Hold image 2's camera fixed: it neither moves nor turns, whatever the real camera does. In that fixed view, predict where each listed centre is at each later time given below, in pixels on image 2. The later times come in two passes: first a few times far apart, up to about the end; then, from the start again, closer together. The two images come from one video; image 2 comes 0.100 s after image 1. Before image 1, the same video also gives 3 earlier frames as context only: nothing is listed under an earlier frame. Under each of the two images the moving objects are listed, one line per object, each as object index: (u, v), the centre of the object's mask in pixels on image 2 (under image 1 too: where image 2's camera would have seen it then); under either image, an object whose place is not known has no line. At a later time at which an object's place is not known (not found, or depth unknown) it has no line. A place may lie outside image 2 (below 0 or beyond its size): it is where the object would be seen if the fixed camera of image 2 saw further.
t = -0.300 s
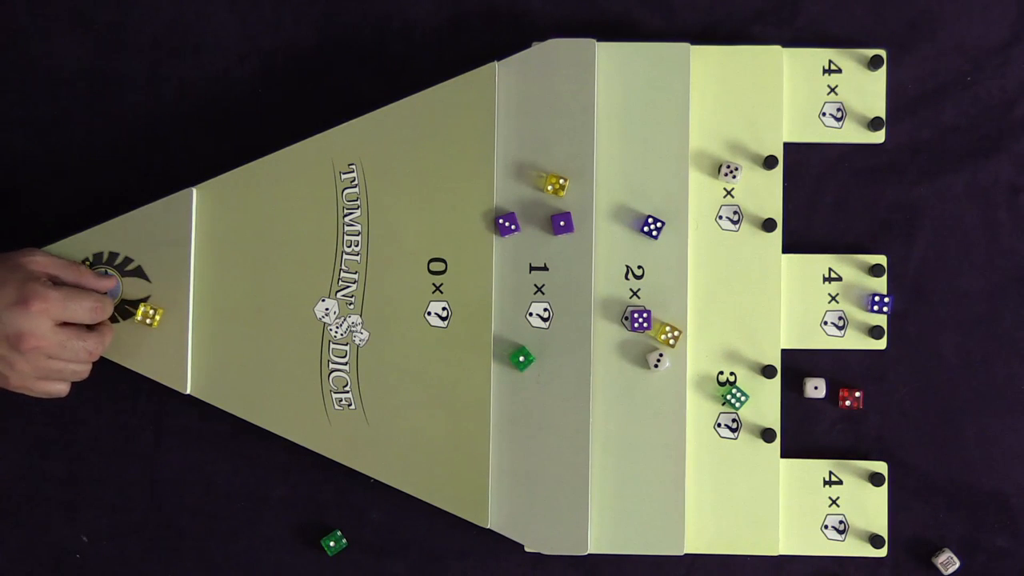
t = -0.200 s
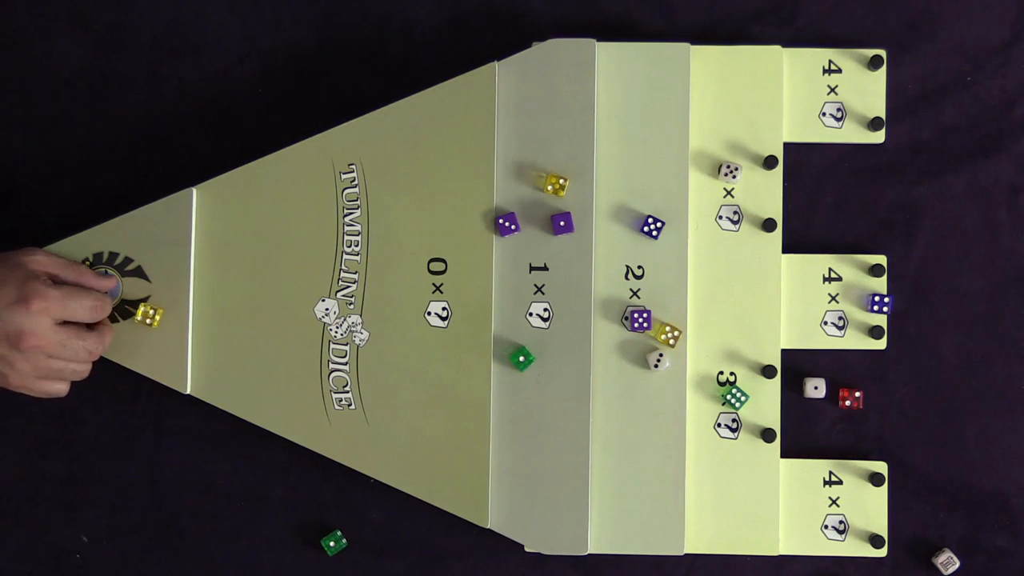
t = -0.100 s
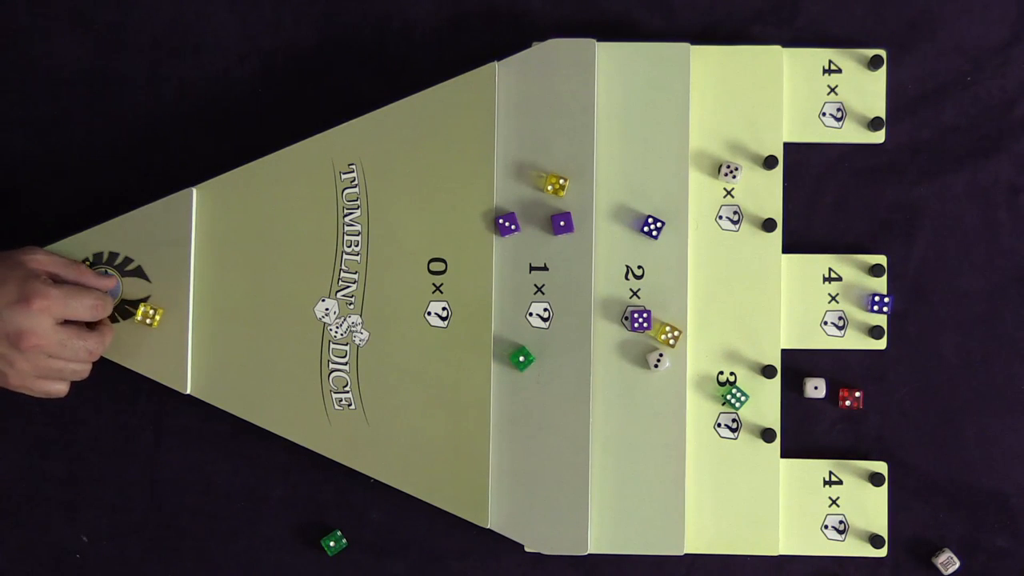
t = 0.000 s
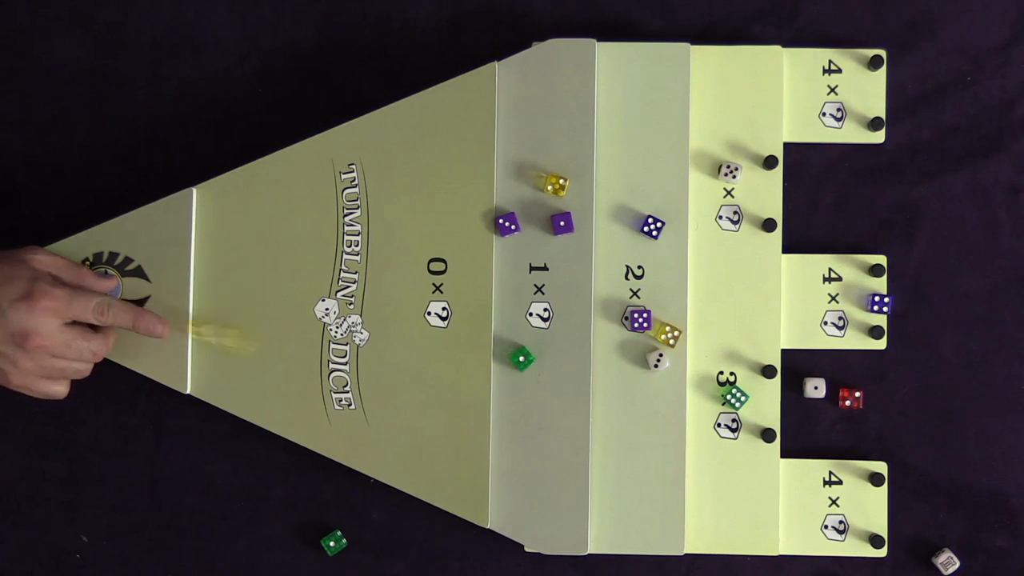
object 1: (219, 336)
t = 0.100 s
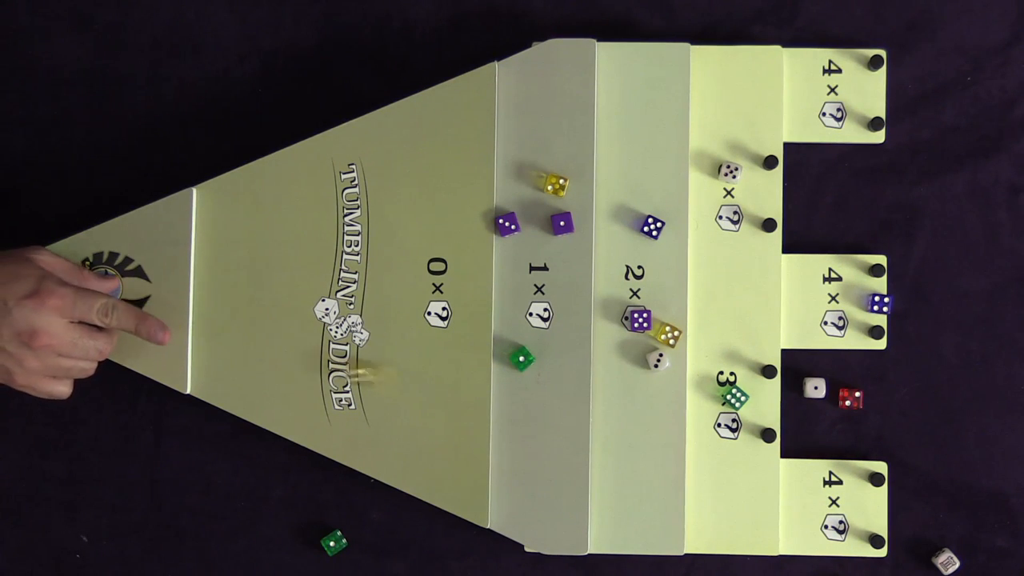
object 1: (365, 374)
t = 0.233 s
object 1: (524, 418)
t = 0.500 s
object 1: (745, 470)
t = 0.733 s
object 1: (825, 486)
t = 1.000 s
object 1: (825, 487)
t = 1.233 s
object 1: (825, 487)
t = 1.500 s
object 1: (825, 488)
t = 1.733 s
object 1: (825, 487)
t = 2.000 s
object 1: (825, 488)
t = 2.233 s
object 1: (826, 487)
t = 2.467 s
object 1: (825, 488)
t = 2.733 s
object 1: (825, 488)
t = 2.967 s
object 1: (826, 488)
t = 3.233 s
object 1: (826, 488)
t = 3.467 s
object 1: (827, 488)
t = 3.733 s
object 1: (827, 488)
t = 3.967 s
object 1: (828, 488)
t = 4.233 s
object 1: (827, 488)
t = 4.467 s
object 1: (827, 488)
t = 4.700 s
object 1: (827, 488)
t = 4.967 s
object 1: (827, 488)
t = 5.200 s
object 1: (827, 488)
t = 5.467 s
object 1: (827, 488)
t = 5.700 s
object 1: (827, 488)
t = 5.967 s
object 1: (827, 488)
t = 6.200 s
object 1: (827, 488)
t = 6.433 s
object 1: (827, 488)
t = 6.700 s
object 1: (827, 488)
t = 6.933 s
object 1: (828, 488)
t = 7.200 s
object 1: (828, 488)
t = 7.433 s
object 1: (827, 488)
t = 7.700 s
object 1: (827, 488)
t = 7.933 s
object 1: (827, 488)
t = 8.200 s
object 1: (827, 488)
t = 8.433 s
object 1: (828, 488)
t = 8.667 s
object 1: (828, 488)
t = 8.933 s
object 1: (828, 488)
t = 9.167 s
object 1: (827, 488)
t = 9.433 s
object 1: (827, 488)
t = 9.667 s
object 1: (828, 488)
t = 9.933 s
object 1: (828, 488)
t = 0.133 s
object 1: (408, 385)
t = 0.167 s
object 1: (450, 398)
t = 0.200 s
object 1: (488, 408)
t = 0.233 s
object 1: (524, 418)
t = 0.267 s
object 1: (555, 428)
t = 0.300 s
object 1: (587, 438)
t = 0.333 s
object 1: (615, 445)
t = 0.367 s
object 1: (648, 454)
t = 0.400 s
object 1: (672, 458)
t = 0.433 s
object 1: (700, 463)
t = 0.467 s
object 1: (724, 467)
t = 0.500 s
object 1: (745, 470)
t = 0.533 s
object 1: (762, 473)
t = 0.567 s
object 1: (779, 476)
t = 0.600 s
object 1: (795, 479)
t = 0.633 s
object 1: (805, 482)
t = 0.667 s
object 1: (812, 482)
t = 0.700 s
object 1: (820, 484)
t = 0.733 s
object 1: (825, 486)
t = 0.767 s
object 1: (825, 487)
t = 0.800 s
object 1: (825, 487)
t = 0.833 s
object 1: (825, 487)
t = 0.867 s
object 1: (825, 487)
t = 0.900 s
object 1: (825, 487)
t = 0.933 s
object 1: (825, 487)
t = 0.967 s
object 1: (825, 487)
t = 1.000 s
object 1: (825, 487)
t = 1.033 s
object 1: (825, 487)
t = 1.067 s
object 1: (825, 487)
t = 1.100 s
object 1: (825, 487)
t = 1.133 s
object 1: (825, 487)
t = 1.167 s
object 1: (825, 487)
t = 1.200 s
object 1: (825, 487)
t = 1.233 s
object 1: (825, 487)
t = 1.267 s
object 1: (825, 487)
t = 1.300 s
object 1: (825, 487)
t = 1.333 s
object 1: (825, 487)
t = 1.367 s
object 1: (825, 487)
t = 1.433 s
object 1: (825, 488)
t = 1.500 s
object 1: (825, 488)
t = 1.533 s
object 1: (825, 488)
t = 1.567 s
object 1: (825, 487)
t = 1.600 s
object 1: (825, 487)
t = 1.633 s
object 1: (825, 487)
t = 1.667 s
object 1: (825, 487)
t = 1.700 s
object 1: (825, 487)
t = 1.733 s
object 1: (825, 487)
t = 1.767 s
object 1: (825, 487)
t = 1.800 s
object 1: (825, 487)
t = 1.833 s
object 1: (825, 487)
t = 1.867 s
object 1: (825, 487)
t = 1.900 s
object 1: (825, 487)
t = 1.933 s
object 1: (825, 487)
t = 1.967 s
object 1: (825, 487)
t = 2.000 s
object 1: (825, 488)
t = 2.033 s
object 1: (825, 487)
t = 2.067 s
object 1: (825, 487)
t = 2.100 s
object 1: (825, 488)
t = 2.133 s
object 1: (825, 488)
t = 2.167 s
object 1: (825, 488)
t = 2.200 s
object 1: (825, 488)
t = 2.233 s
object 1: (826, 487)
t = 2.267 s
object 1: (825, 488)
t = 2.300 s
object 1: (825, 488)
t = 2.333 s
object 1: (826, 488)
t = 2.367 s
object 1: (826, 488)
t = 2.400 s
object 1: (825, 488)
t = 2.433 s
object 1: (825, 488)
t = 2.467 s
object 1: (825, 488)
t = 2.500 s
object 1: (825, 488)
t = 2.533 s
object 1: (825, 488)
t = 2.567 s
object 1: (825, 488)
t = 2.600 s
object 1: (825, 488)
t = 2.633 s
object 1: (826, 488)
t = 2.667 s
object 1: (825, 488)
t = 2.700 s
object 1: (825, 488)
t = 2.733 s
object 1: (825, 488)
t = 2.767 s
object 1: (825, 488)
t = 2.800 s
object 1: (826, 488)
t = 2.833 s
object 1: (826, 488)
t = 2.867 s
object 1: (826, 488)
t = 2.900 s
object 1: (826, 488)
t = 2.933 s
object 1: (826, 488)
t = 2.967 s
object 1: (826, 488)
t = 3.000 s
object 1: (826, 488)
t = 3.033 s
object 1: (826, 488)
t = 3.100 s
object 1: (825, 487)
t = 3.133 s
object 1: (826, 488)
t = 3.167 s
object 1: (826, 488)
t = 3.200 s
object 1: (826, 488)
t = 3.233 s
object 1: (826, 488)
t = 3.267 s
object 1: (826, 488)
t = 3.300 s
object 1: (825, 487)
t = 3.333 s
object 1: (826, 488)
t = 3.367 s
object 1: (827, 488)
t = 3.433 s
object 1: (827, 488)
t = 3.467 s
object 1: (827, 488)
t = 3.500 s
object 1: (827, 488)
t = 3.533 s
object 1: (827, 488)
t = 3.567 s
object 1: (827, 488)
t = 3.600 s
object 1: (827, 488)
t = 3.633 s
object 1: (827, 488)
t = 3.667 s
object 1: (827, 488)
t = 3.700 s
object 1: (827, 488)
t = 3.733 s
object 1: (827, 488)
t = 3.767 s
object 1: (827, 488)
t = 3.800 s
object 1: (827, 488)
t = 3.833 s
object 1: (827, 488)
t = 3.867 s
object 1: (828, 488)
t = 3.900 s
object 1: (827, 488)
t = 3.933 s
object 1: (828, 488)
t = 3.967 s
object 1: (828, 488)
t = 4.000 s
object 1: (828, 488)
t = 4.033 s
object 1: (828, 488)
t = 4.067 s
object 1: (828, 488)
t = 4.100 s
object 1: (828, 488)
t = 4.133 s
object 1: (828, 488)
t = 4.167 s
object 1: (827, 488)
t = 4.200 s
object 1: (827, 488)
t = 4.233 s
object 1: (827, 488)
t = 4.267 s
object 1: (827, 488)
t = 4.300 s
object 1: (827, 488)
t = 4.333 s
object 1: (827, 488)
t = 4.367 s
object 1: (827, 488)
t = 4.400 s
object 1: (827, 488)
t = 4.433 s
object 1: (827, 488)
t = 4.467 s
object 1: (827, 488)
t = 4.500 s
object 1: (827, 488)
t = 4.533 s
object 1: (827, 488)
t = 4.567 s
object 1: (827, 488)
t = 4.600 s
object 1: (827, 488)
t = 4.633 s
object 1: (827, 488)
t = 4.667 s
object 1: (827, 488)
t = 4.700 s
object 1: (827, 488)
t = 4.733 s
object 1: (827, 488)
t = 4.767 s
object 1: (827, 488)
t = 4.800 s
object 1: (827, 488)
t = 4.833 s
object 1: (827, 488)
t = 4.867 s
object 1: (827, 488)
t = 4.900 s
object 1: (827, 488)
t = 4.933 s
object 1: (827, 488)
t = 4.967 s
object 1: (827, 488)
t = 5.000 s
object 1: (827, 488)
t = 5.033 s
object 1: (827, 488)
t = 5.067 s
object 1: (827, 488)
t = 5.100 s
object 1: (827, 488)
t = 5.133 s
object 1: (827, 488)
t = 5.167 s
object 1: (827, 488)
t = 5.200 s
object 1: (827, 488)
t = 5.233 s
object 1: (827, 488)
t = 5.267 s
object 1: (827, 488)
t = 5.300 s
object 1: (827, 488)
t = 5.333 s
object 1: (827, 488)
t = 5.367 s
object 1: (827, 488)
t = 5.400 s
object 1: (827, 488)
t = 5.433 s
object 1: (827, 488)
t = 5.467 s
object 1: (827, 488)
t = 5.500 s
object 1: (827, 488)
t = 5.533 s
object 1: (827, 488)
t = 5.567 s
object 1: (827, 488)
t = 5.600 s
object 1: (827, 488)
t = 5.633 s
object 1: (827, 488)
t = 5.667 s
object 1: (827, 488)
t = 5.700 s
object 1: (827, 488)
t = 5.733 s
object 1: (827, 488)
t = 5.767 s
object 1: (827, 488)
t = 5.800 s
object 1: (827, 488)
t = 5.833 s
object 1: (827, 488)
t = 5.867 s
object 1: (828, 488)
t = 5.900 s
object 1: (827, 488)
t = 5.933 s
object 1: (827, 488)
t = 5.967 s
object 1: (827, 488)
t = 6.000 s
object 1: (827, 488)
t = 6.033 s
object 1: (827, 488)
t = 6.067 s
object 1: (827, 488)
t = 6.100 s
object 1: (827, 488)
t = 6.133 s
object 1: (827, 488)
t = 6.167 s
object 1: (827, 488)
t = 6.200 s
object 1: (827, 488)
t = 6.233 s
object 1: (827, 488)
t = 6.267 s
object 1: (827, 488)
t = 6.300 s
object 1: (827, 488)
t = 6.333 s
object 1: (827, 488)
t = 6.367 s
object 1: (827, 488)
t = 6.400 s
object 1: (827, 488)
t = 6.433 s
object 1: (827, 488)
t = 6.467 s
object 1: (827, 488)
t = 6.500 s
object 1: (827, 488)
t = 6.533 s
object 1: (827, 488)
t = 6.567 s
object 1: (827, 488)
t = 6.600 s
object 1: (827, 488)
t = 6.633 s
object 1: (827, 488)
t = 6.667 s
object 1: (827, 488)
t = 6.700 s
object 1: (827, 488)
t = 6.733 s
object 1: (827, 488)
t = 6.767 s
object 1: (828, 488)
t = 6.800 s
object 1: (828, 488)
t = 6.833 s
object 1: (827, 488)
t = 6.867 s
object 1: (828, 488)
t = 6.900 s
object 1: (827, 488)
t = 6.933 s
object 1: (828, 488)
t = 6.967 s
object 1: (828, 488)
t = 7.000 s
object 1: (827, 488)
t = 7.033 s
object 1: (827, 488)
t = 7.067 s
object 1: (828, 488)
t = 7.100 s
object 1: (828, 488)
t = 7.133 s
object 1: (828, 488)
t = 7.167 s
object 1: (828, 488)
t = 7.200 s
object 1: (828, 488)
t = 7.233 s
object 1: (828, 488)
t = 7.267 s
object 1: (827, 488)
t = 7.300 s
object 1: (827, 488)
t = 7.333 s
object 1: (827, 488)
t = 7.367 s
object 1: (827, 488)
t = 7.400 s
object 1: (827, 488)
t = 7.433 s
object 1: (827, 488)
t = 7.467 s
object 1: (827, 488)
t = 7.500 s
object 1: (827, 488)
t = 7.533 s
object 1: (827, 488)
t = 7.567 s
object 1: (827, 488)
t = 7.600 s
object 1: (827, 488)
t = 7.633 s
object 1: (827, 488)
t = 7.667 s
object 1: (827, 488)
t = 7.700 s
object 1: (827, 488)
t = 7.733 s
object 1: (827, 488)
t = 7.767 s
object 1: (827, 488)
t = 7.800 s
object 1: (827, 488)
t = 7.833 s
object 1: (827, 488)
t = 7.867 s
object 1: (827, 488)
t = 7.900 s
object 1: (827, 488)
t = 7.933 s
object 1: (827, 488)
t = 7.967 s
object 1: (827, 488)
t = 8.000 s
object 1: (827, 488)
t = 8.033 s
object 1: (827, 488)
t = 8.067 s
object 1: (827, 488)
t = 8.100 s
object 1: (827, 488)
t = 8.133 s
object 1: (827, 488)
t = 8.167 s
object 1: (827, 488)
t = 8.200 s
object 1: (827, 488)
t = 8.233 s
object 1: (827, 488)
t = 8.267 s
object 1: (827, 488)
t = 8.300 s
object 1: (827, 488)
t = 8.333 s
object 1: (827, 488)
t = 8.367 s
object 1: (827, 488)
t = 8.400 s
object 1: (827, 488)
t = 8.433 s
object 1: (828, 488)
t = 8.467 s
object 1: (828, 488)
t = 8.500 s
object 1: (827, 488)
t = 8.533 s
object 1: (827, 488)
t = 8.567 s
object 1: (827, 488)
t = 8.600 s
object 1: (828, 488)
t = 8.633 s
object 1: (828, 488)
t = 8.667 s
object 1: (828, 488)
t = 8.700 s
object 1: (828, 488)
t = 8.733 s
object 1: (828, 488)
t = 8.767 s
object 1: (828, 488)
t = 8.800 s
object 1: (828, 488)
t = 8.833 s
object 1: (828, 488)
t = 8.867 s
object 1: (828, 488)
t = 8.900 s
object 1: (828, 488)
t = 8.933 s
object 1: (828, 488)
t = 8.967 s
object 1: (827, 488)
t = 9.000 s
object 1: (827, 488)
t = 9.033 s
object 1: (827, 488)
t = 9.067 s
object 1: (827, 488)
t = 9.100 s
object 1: (827, 488)
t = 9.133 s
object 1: (827, 488)
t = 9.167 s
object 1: (827, 488)
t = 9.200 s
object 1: (827, 488)
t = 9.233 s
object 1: (827, 488)
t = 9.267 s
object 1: (827, 488)
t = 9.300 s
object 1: (827, 488)
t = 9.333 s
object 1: (827, 488)
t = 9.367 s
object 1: (827, 488)
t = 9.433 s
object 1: (827, 488)
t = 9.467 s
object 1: (828, 488)
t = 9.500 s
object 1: (828, 488)
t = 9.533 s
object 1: (828, 488)
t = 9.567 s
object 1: (828, 488)
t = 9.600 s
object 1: (828, 488)
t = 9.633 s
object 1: (828, 488)
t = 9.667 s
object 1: (828, 488)
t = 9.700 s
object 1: (828, 488)
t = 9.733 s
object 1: (828, 488)
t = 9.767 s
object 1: (828, 488)
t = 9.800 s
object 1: (828, 488)
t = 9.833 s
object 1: (828, 488)
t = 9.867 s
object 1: (828, 488)
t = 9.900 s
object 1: (828, 488)
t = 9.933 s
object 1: (828, 488)
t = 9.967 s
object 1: (828, 488)
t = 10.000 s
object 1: (828, 488)
